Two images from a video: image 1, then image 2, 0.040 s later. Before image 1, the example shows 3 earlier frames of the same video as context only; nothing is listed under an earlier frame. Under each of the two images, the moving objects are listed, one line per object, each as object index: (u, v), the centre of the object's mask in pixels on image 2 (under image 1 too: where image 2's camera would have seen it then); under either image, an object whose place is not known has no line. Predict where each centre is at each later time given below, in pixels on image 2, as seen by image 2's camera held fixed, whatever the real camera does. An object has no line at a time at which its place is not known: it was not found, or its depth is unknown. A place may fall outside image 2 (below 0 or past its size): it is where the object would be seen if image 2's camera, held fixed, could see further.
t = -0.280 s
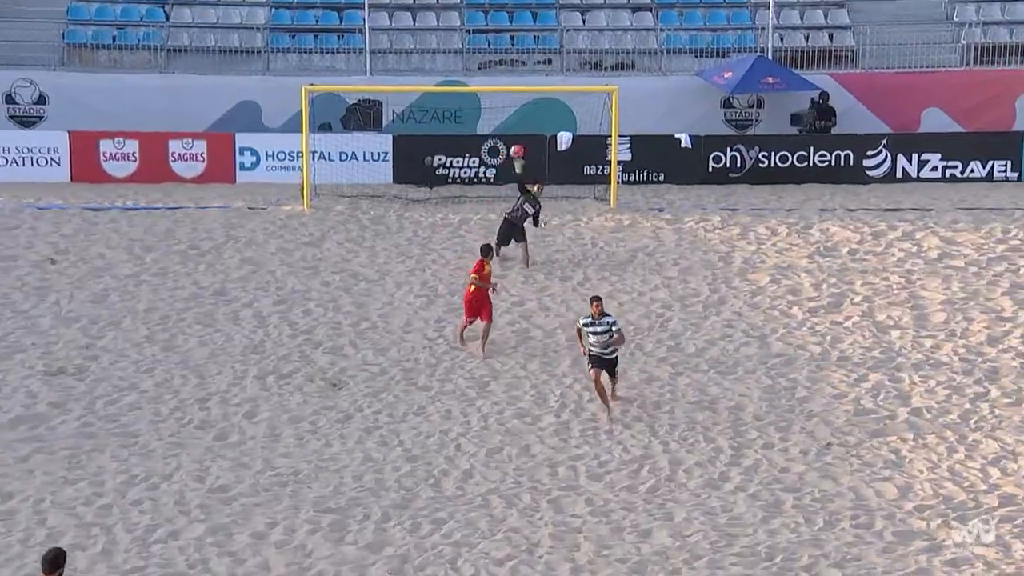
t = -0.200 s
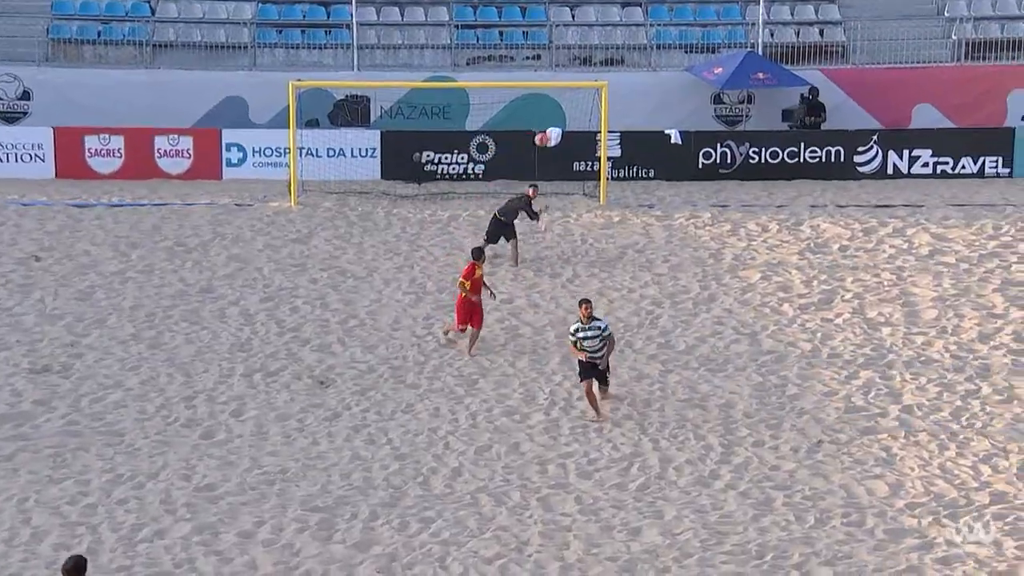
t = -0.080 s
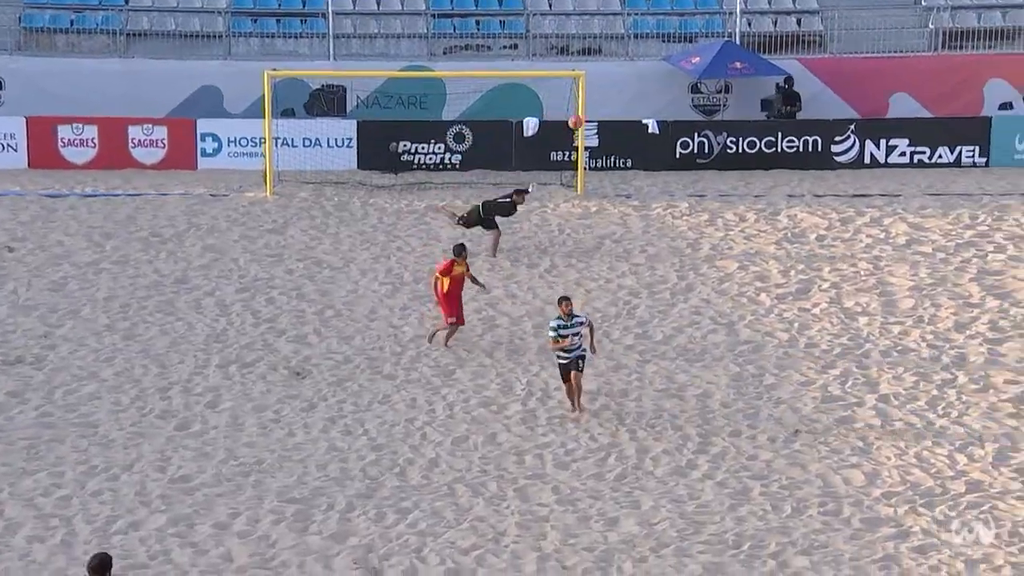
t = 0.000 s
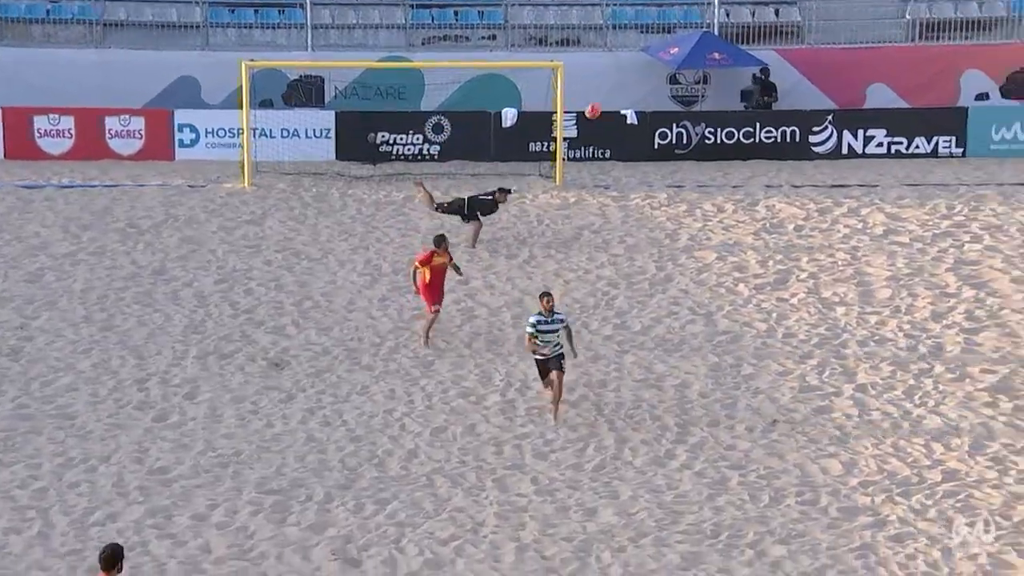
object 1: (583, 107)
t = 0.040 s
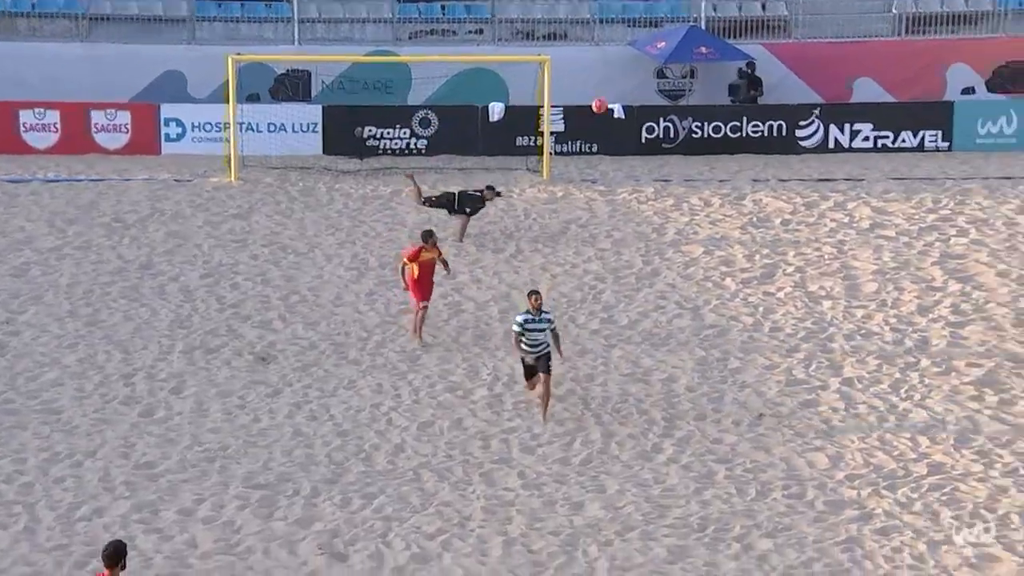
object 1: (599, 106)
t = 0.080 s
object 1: (615, 104)
